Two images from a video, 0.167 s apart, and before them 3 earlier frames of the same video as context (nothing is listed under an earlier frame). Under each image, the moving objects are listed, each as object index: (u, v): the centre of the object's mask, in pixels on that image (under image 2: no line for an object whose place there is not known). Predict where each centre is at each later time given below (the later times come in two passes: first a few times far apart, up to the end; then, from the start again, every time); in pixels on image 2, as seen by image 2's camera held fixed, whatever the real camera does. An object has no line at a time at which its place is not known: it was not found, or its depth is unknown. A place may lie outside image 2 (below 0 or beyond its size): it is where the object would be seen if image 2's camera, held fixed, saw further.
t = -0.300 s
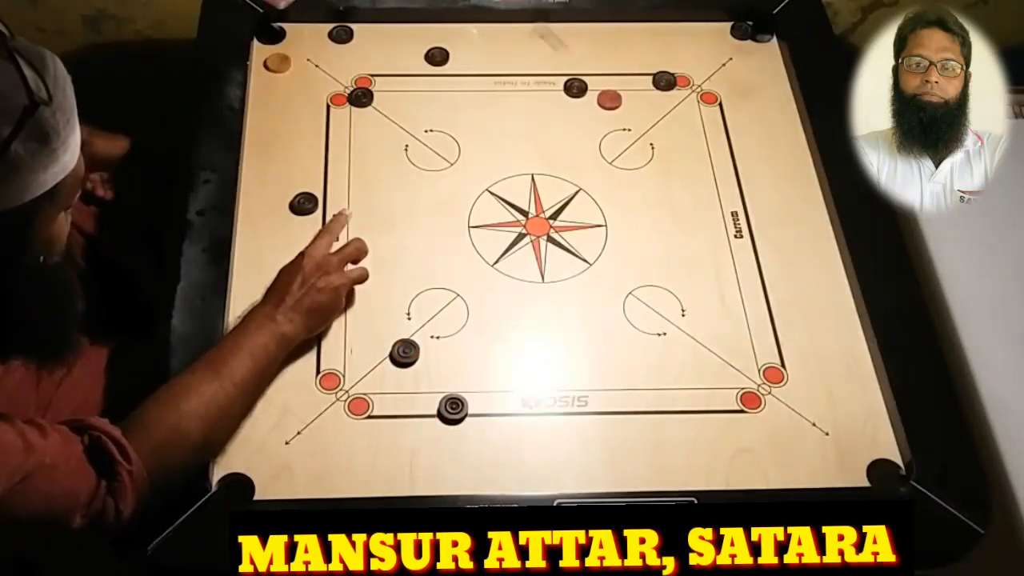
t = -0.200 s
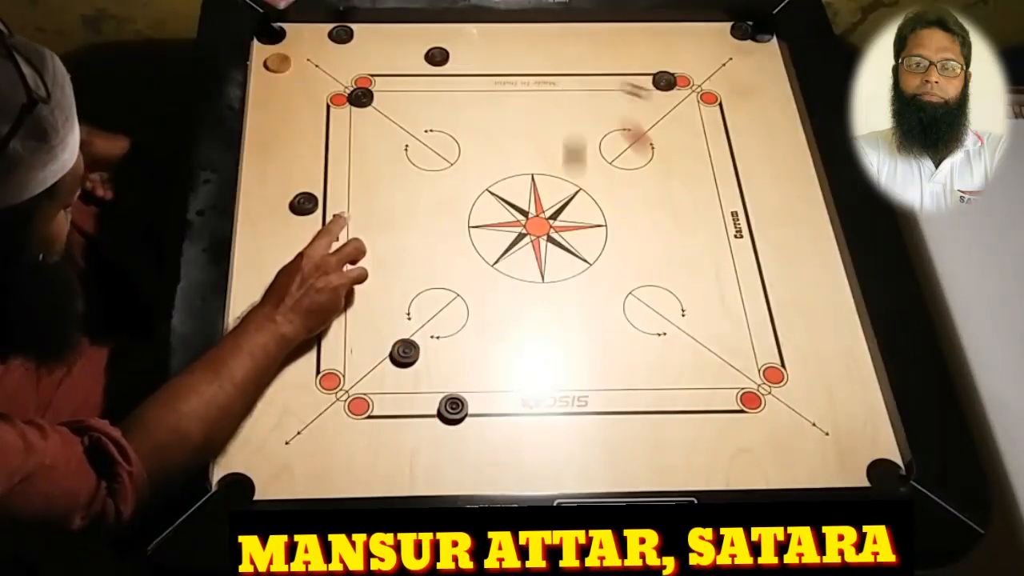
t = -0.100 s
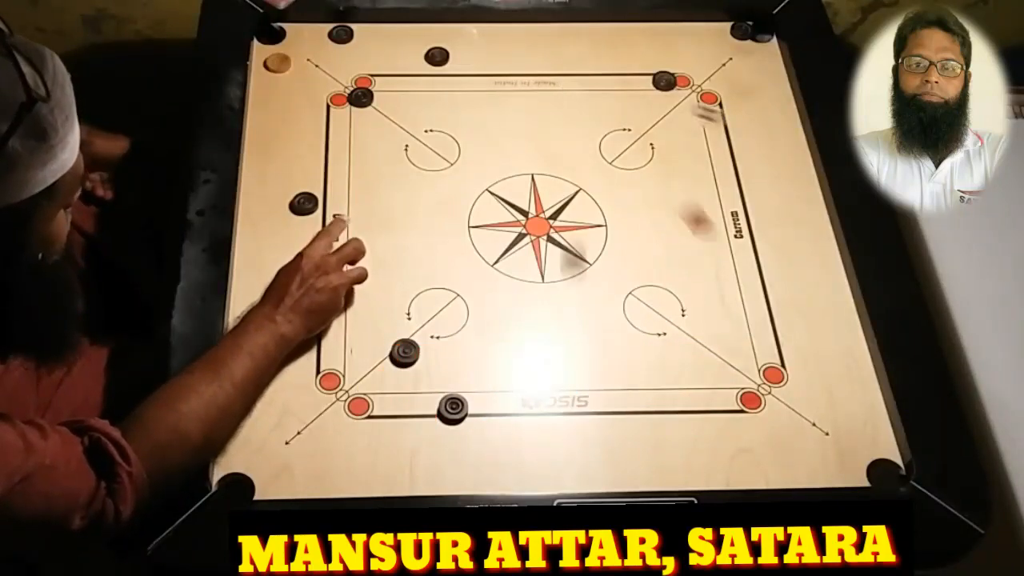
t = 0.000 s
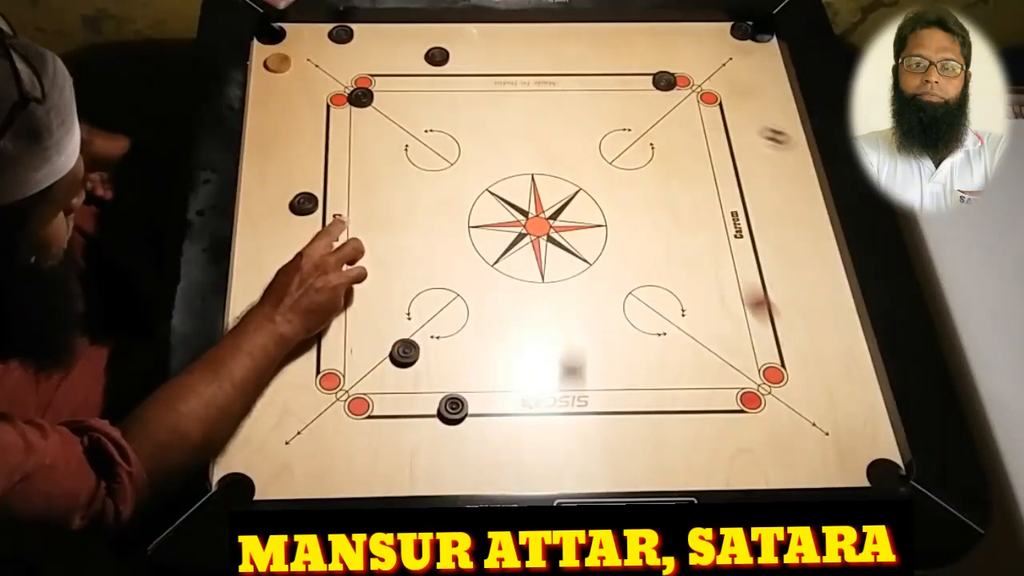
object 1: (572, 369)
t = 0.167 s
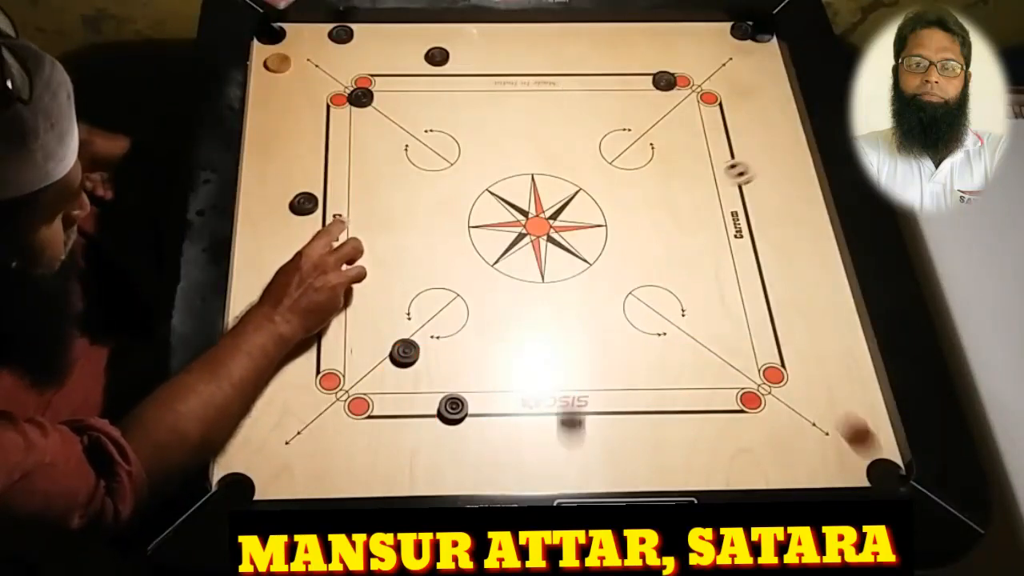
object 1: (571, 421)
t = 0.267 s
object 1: (570, 340)
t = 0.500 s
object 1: (569, 217)
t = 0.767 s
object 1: (566, 165)
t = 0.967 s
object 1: (566, 164)
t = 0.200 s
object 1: (570, 391)
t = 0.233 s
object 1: (571, 364)
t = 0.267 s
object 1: (570, 340)
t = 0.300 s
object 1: (570, 318)
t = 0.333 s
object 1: (570, 297)
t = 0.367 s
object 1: (569, 278)
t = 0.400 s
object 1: (568, 261)
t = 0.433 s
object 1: (569, 244)
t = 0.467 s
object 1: (568, 230)
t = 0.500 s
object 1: (569, 217)
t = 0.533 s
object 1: (567, 206)
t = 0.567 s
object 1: (567, 196)
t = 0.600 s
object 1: (567, 188)
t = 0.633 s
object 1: (566, 180)
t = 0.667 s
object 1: (566, 175)
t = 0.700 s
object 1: (566, 170)
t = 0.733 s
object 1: (566, 167)
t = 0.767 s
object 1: (566, 165)
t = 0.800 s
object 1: (566, 164)
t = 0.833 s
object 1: (566, 164)
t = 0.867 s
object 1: (566, 164)
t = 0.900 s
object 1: (566, 164)
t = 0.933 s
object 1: (566, 164)
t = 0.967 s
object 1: (566, 164)
